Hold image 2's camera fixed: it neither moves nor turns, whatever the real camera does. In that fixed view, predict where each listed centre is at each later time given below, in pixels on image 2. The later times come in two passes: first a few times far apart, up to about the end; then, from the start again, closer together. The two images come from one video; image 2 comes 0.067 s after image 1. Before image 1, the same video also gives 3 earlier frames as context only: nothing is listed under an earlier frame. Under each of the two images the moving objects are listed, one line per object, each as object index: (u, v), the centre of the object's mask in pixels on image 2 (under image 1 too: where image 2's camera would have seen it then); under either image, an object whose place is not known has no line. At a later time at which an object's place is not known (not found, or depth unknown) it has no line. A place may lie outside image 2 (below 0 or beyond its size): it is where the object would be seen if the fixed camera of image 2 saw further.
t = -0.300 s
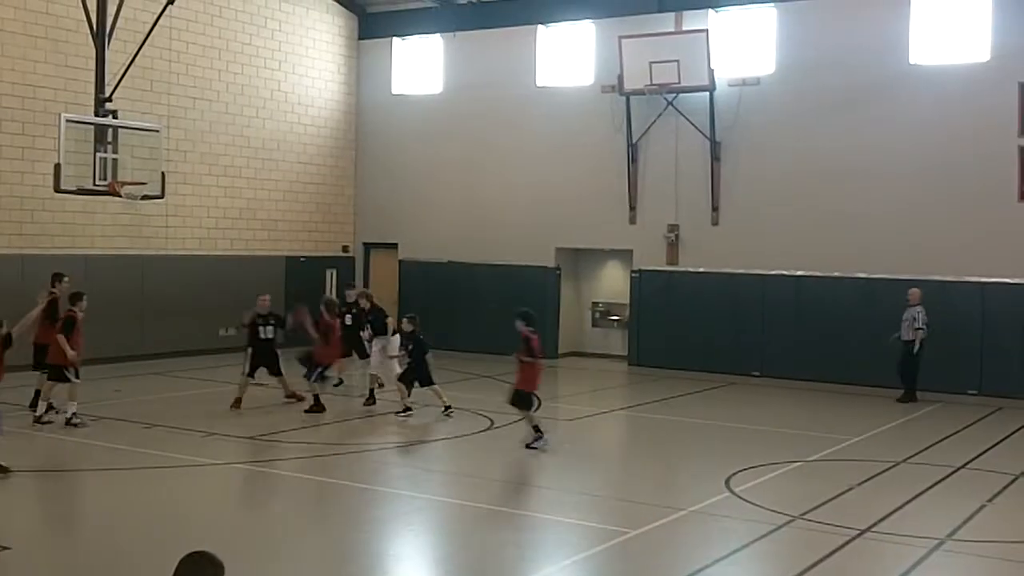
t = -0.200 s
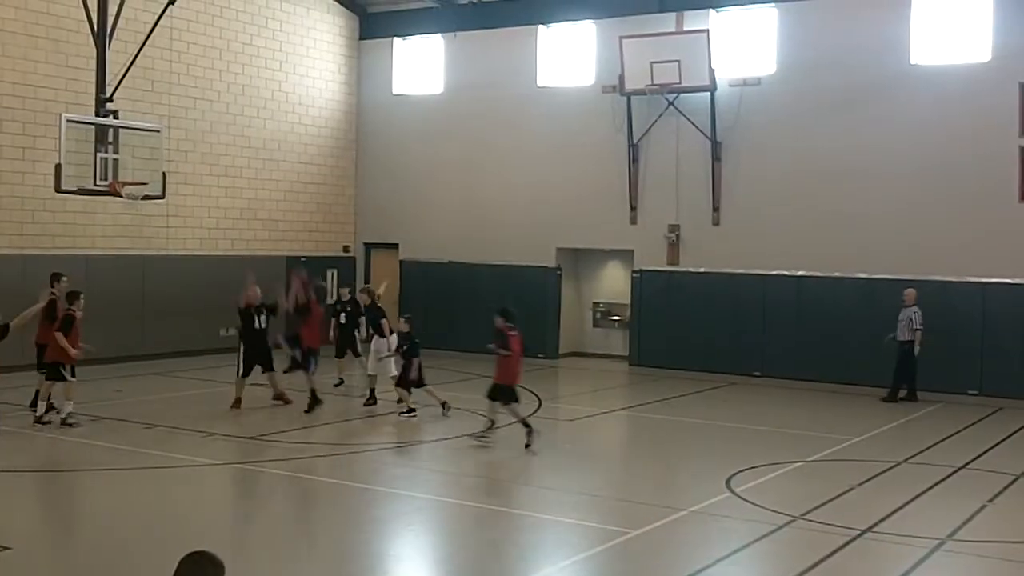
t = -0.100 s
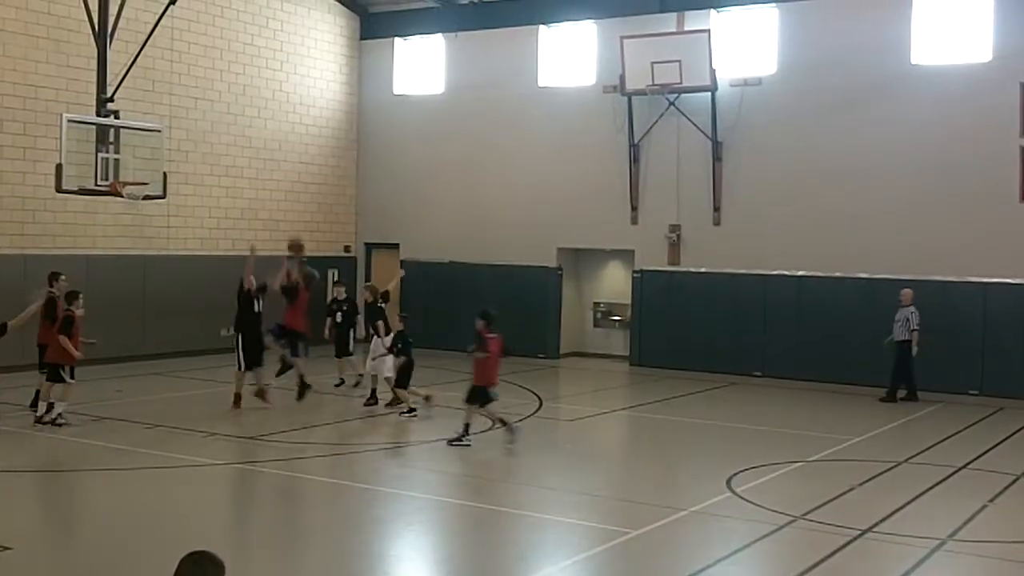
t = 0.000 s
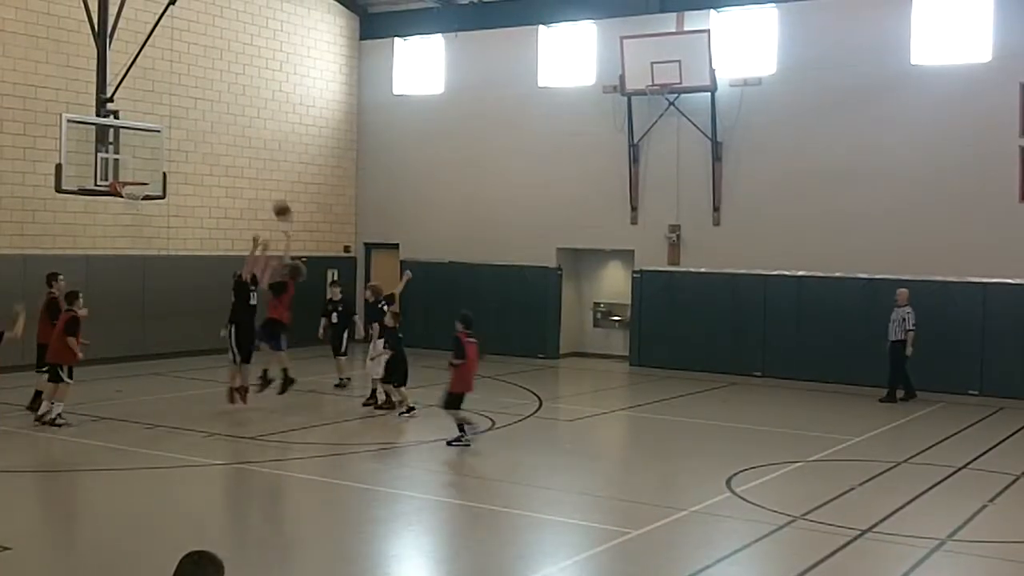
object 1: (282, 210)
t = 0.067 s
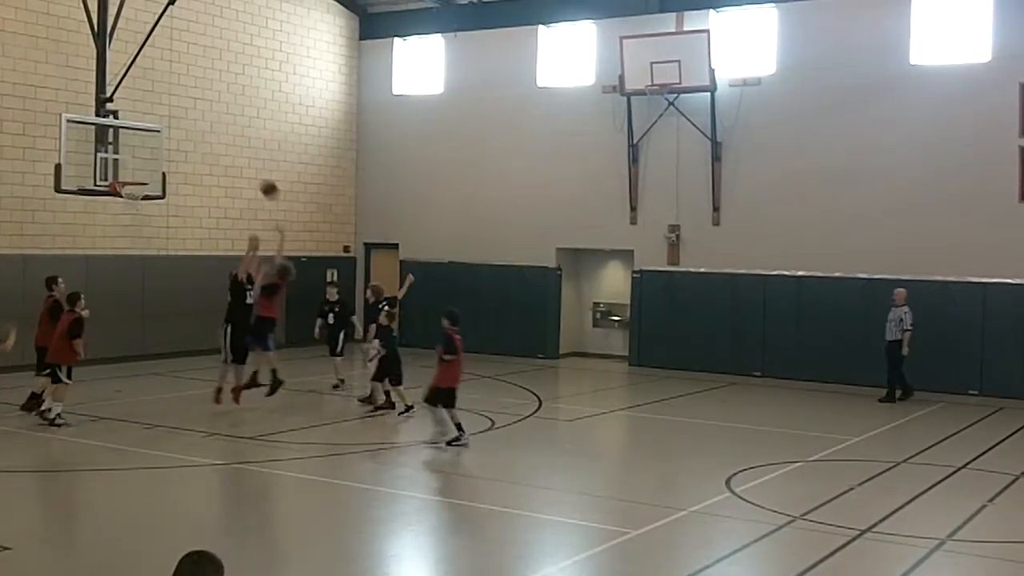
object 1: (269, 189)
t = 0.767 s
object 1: (145, 161)
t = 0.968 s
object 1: (131, 167)
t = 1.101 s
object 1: (127, 167)
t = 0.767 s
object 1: (145, 161)
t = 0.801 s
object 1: (140, 168)
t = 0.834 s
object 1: (135, 175)
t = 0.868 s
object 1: (134, 174)
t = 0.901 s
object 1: (133, 171)
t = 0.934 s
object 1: (132, 168)
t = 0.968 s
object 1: (131, 167)
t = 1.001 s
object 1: (130, 166)
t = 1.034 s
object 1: (129, 165)
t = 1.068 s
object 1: (128, 166)
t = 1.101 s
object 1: (127, 167)
